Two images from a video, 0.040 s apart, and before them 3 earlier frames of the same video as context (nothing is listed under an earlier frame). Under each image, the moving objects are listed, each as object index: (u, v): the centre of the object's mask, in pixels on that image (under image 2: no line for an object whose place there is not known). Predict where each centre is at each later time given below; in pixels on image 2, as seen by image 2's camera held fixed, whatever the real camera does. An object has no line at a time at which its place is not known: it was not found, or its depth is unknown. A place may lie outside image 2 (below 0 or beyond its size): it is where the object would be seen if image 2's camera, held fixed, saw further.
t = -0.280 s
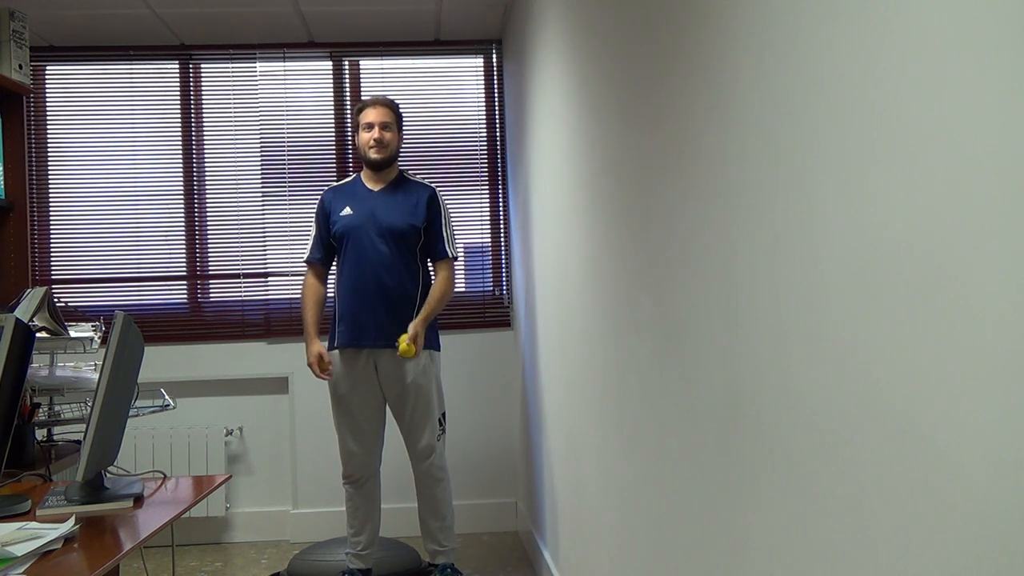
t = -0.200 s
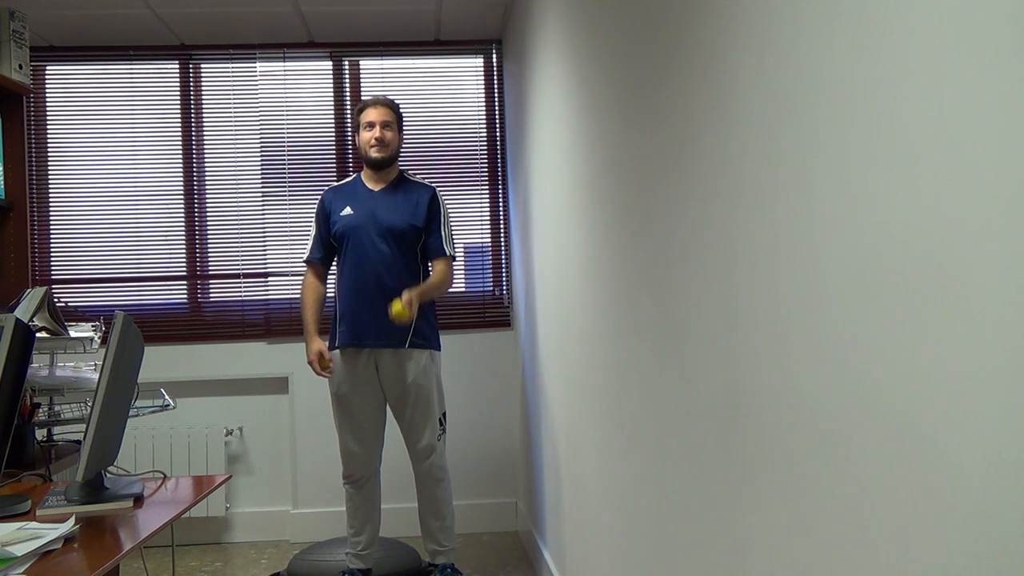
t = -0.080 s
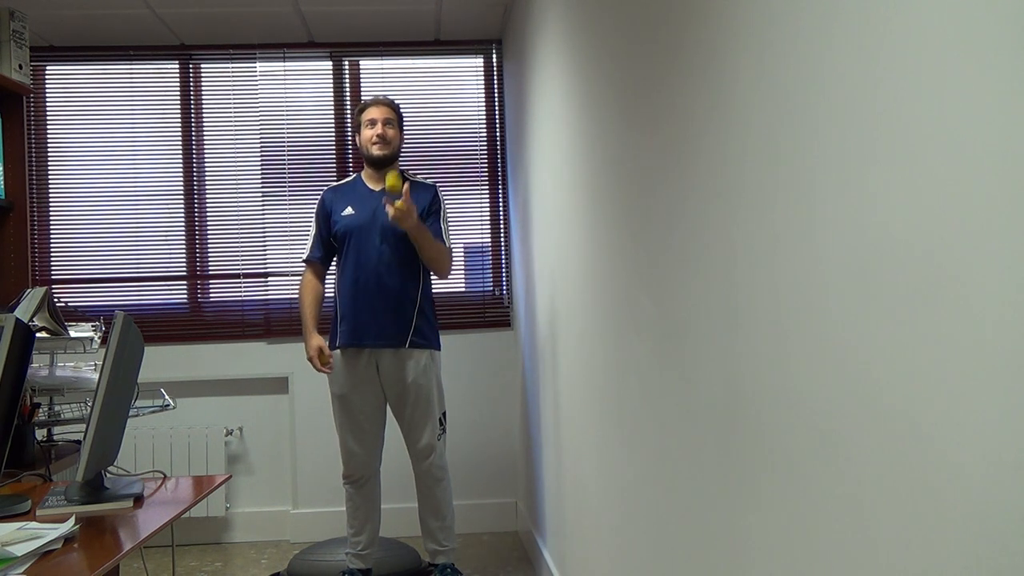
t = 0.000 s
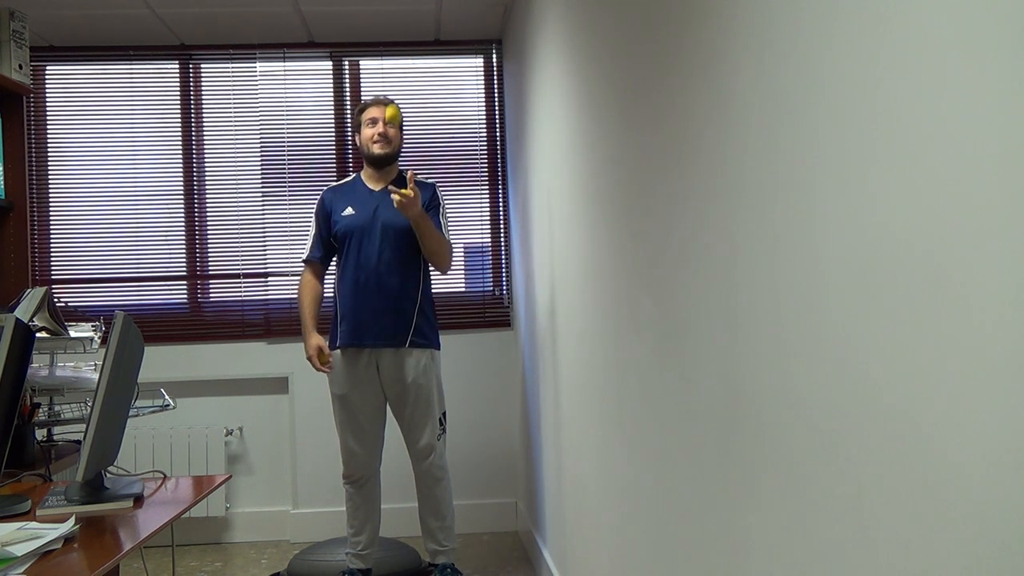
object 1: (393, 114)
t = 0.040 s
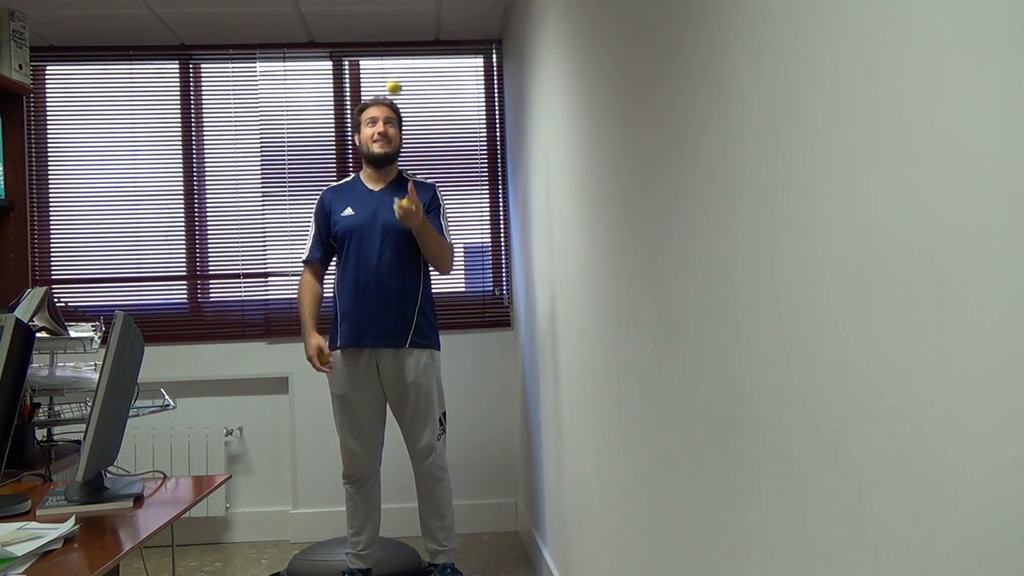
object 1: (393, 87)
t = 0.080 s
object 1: (394, 63)
